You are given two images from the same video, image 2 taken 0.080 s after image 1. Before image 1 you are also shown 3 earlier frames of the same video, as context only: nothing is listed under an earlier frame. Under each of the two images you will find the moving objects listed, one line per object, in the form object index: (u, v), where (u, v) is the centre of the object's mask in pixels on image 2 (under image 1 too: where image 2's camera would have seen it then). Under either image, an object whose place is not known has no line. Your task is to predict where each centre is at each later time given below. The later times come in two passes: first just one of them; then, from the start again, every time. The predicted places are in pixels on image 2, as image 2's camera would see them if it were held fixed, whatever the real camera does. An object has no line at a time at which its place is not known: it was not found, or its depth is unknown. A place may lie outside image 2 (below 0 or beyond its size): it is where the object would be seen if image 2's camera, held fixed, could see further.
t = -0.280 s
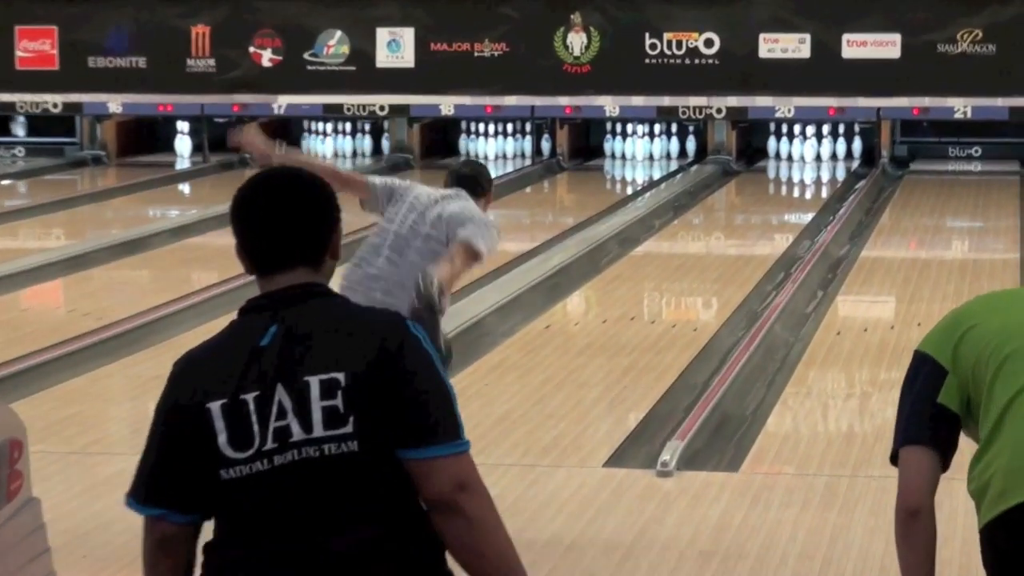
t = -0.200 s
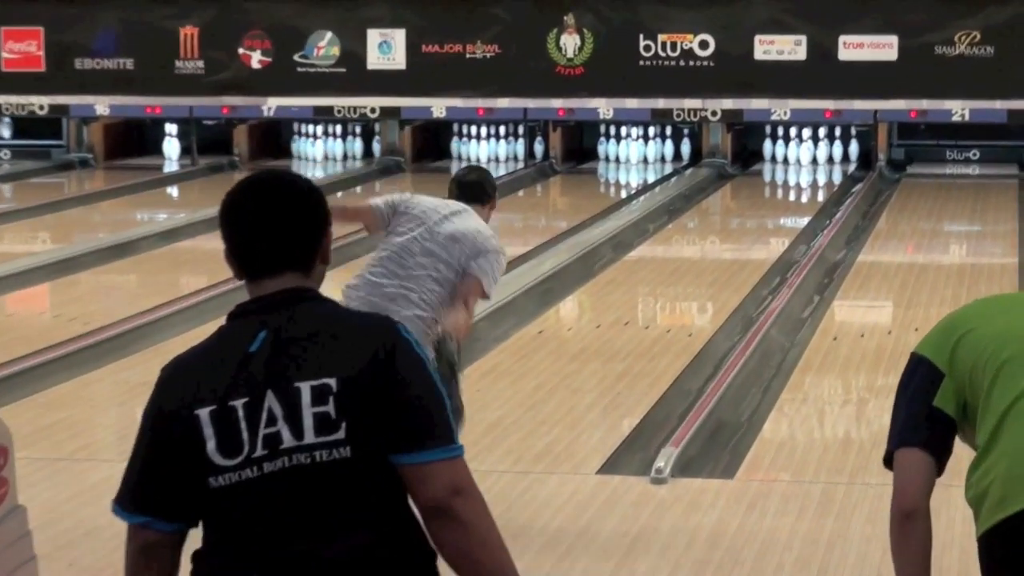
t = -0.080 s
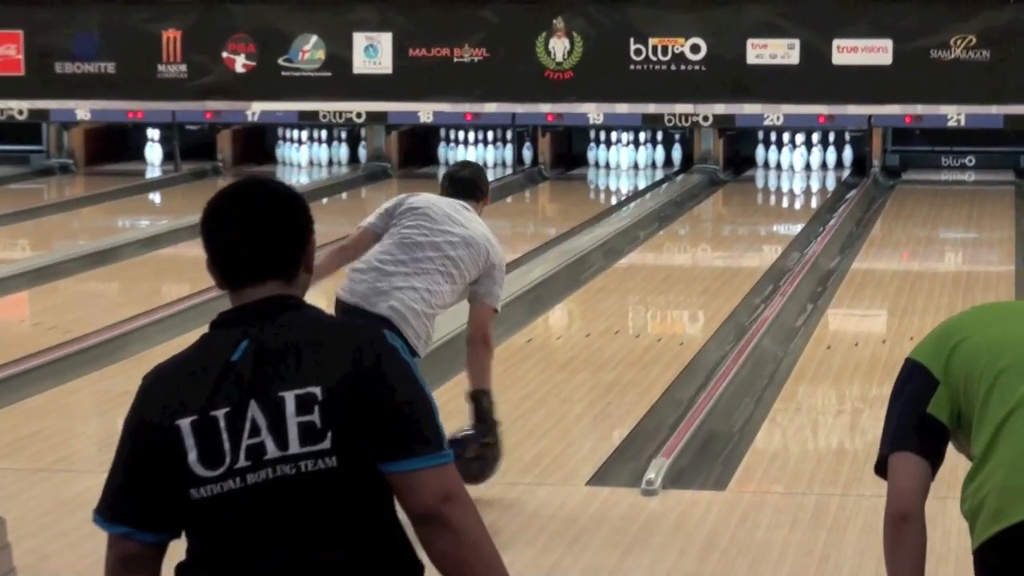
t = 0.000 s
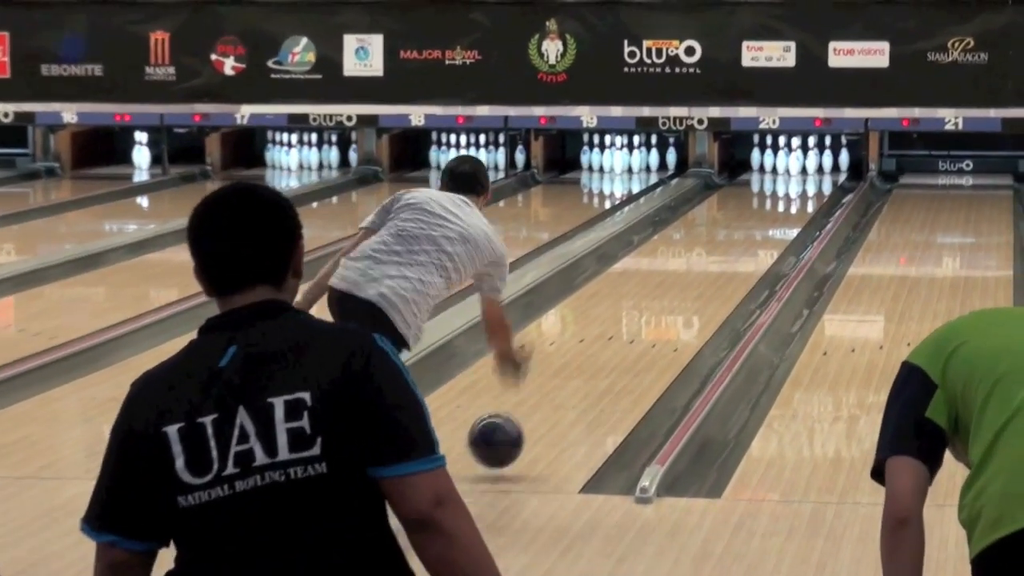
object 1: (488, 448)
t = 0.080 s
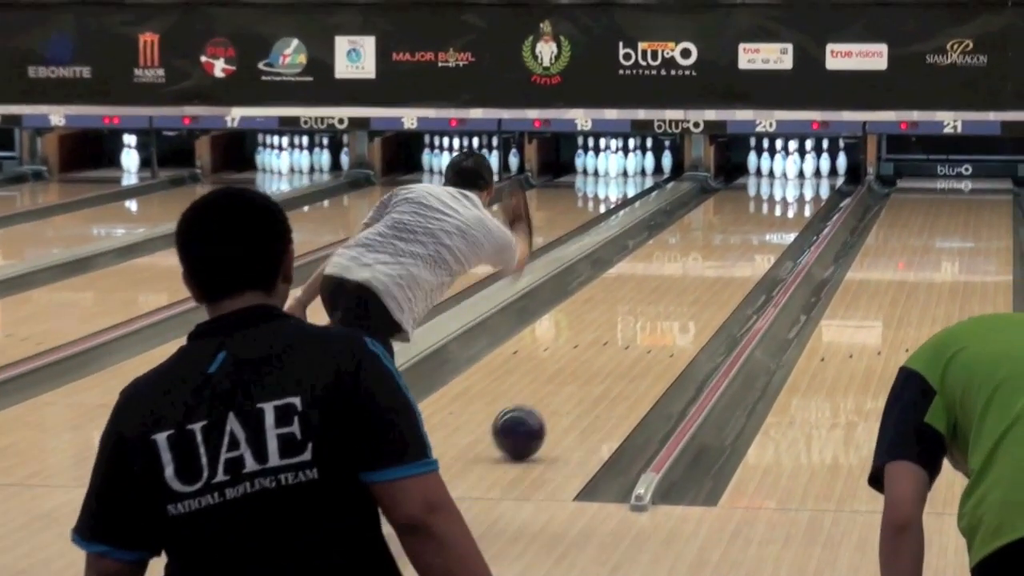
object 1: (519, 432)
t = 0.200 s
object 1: (558, 399)
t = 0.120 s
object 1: (532, 420)
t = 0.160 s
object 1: (545, 410)
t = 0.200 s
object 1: (558, 399)
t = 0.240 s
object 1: (569, 389)
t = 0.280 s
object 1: (580, 380)
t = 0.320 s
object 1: (590, 372)
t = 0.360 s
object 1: (600, 363)
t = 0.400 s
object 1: (609, 355)
